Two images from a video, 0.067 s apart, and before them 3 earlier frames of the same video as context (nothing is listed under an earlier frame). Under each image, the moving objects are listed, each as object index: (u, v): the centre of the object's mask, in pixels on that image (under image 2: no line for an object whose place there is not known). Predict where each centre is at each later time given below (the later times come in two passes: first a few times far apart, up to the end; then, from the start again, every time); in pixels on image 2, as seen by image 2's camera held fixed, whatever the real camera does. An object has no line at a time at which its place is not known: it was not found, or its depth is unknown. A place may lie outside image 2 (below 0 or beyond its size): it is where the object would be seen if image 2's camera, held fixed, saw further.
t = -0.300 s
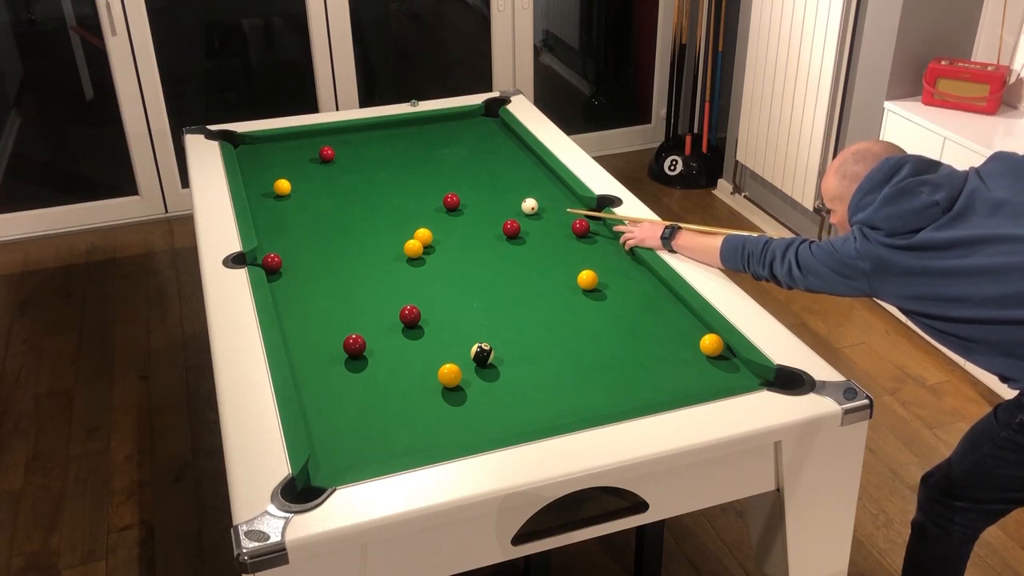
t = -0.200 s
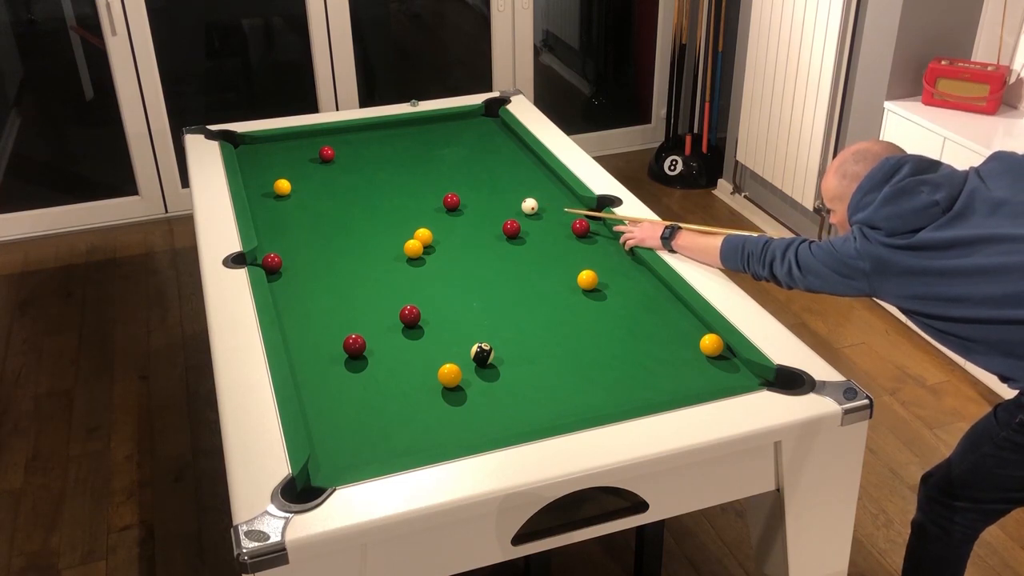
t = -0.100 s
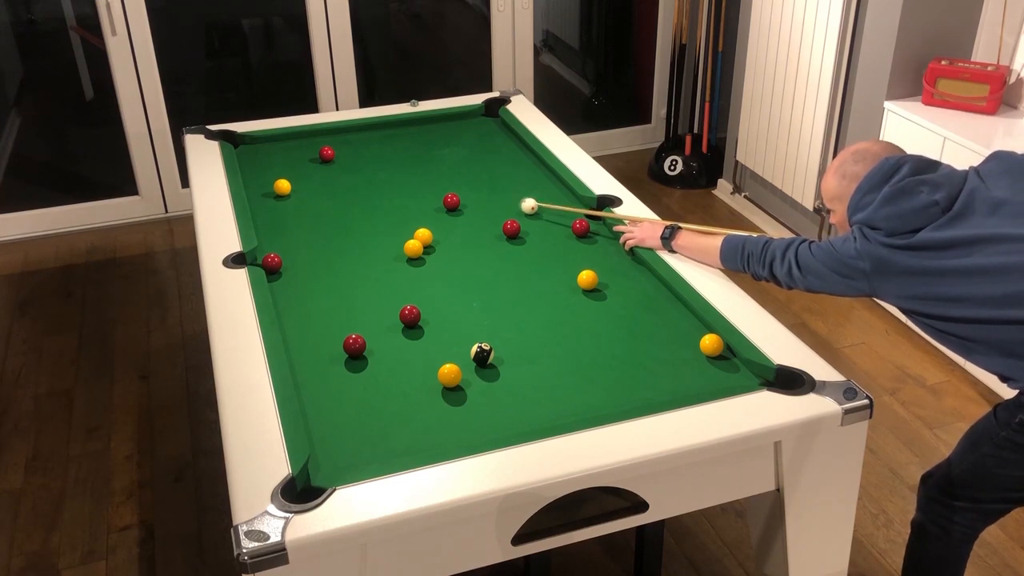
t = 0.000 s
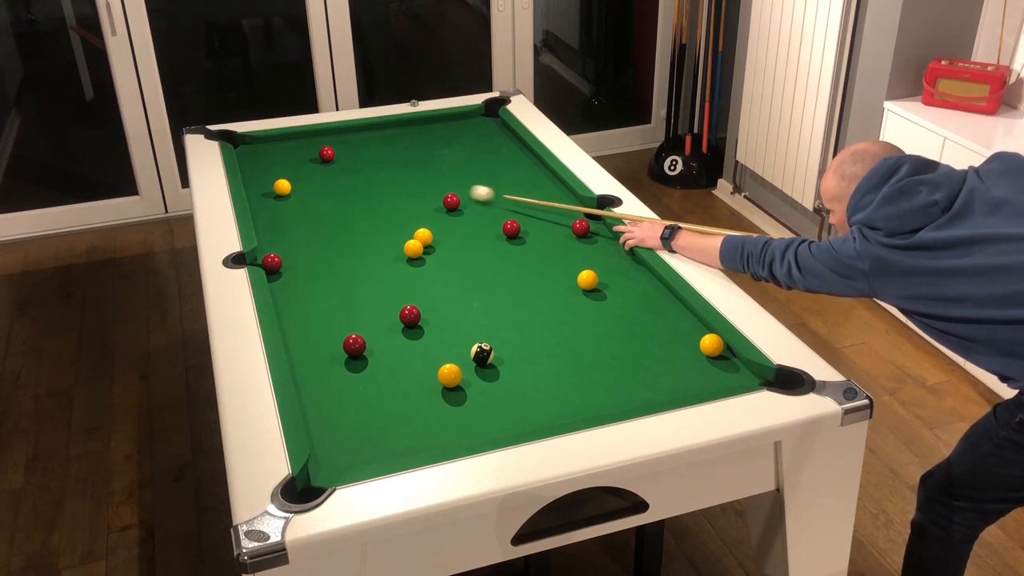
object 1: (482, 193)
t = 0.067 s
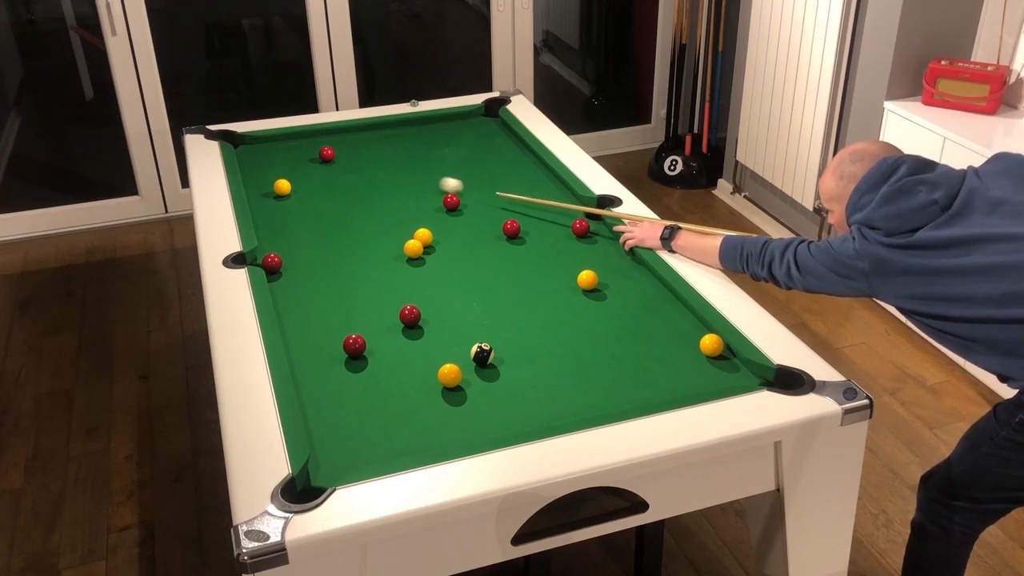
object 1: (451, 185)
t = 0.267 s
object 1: (367, 163)
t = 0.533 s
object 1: (346, 147)
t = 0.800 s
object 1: (341, 135)
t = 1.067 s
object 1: (343, 135)
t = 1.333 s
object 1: (349, 143)
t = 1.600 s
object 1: (355, 149)
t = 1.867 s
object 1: (361, 156)
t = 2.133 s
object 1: (366, 162)
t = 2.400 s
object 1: (371, 167)
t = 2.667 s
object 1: (376, 172)
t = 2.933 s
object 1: (380, 176)
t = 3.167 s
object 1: (384, 180)
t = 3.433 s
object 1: (388, 183)
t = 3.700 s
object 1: (392, 186)
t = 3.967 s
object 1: (396, 187)
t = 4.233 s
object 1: (399, 189)
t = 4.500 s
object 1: (401, 190)
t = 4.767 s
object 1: (401, 190)
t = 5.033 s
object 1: (401, 190)
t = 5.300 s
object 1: (401, 190)
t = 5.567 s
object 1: (401, 190)
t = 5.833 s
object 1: (401, 190)
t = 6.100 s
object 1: (401, 190)
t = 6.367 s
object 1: (401, 190)
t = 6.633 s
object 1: (401, 190)
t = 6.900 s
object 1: (401, 190)
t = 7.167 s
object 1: (401, 190)
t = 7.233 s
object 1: (401, 190)
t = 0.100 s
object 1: (436, 181)
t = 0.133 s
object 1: (422, 177)
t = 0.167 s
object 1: (408, 174)
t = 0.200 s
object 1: (394, 170)
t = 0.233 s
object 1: (380, 166)
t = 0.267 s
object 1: (367, 163)
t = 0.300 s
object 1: (353, 159)
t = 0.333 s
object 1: (342, 156)
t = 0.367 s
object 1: (343, 155)
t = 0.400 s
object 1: (345, 153)
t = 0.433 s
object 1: (346, 152)
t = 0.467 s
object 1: (347, 150)
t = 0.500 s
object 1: (347, 149)
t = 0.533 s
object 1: (346, 147)
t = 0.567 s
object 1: (346, 145)
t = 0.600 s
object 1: (345, 144)
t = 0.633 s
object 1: (344, 142)
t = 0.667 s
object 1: (344, 141)
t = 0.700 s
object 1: (343, 139)
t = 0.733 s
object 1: (342, 138)
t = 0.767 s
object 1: (342, 136)
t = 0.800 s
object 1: (341, 135)
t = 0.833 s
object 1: (340, 133)
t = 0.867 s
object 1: (340, 132)
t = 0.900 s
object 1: (339, 131)
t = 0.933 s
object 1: (340, 131)
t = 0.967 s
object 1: (341, 133)
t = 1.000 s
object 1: (342, 133)
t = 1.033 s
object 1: (342, 134)
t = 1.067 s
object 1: (343, 135)
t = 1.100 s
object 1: (344, 136)
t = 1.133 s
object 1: (345, 137)
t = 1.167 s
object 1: (345, 138)
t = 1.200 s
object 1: (346, 139)
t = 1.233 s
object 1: (347, 140)
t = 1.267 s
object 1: (348, 141)
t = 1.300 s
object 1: (348, 142)
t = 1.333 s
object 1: (349, 143)
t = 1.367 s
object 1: (350, 144)
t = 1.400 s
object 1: (350, 144)
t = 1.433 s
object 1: (351, 145)
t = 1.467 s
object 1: (352, 146)
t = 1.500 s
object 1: (353, 147)
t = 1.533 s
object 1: (353, 148)
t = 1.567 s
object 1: (354, 148)
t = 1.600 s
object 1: (355, 149)
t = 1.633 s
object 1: (356, 150)
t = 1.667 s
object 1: (356, 151)
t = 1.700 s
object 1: (357, 152)
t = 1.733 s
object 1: (358, 153)
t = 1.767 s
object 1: (358, 153)
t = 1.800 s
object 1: (359, 154)
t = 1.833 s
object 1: (360, 155)
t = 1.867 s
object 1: (361, 156)
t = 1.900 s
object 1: (361, 157)
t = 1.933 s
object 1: (362, 157)
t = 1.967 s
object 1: (363, 158)
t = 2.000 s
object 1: (364, 159)
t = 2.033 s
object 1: (364, 160)
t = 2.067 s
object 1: (365, 160)
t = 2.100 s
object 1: (365, 161)
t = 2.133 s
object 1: (366, 162)
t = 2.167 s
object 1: (367, 162)
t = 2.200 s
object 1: (367, 163)
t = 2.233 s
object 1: (368, 164)
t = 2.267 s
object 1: (369, 164)
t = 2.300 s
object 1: (369, 165)
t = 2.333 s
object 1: (370, 166)
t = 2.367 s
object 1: (371, 167)
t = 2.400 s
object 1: (371, 167)
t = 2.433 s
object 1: (372, 168)
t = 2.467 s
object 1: (373, 168)
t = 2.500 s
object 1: (373, 169)
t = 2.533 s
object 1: (374, 170)
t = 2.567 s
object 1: (374, 170)
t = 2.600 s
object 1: (375, 171)
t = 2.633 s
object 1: (375, 172)
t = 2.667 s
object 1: (376, 172)
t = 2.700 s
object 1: (376, 173)
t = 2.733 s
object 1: (377, 173)
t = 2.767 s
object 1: (378, 174)
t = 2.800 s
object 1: (378, 175)
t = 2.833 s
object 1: (379, 175)
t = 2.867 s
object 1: (379, 175)
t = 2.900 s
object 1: (380, 176)
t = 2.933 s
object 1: (380, 176)
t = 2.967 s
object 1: (381, 177)
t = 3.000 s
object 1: (381, 178)
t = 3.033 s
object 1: (382, 178)
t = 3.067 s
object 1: (382, 179)
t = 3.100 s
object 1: (383, 179)
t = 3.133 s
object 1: (383, 179)
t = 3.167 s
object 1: (384, 180)
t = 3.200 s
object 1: (384, 180)
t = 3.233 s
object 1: (385, 181)
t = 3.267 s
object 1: (385, 181)
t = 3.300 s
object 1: (386, 182)
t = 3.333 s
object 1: (386, 182)
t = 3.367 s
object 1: (387, 182)
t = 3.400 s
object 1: (387, 183)
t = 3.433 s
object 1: (388, 183)
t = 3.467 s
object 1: (388, 184)
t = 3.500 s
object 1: (389, 184)
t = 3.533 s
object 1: (389, 184)
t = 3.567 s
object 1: (390, 185)
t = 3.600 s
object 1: (390, 185)
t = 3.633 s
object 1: (391, 185)
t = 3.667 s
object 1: (392, 185)
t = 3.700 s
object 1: (392, 186)
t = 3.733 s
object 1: (392, 186)
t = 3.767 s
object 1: (393, 186)
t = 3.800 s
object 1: (393, 187)
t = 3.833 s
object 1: (394, 187)
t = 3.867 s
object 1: (394, 187)
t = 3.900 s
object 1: (395, 187)
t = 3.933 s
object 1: (395, 187)
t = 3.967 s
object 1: (396, 187)
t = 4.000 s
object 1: (396, 188)
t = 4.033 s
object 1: (396, 188)
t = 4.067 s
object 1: (397, 188)
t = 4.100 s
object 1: (397, 188)
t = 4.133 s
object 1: (398, 188)
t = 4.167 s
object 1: (398, 189)
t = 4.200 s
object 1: (399, 189)
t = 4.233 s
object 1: (399, 189)
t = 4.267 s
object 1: (399, 189)
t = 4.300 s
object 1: (399, 189)
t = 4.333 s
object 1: (400, 189)
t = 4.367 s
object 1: (400, 189)
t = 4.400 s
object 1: (400, 189)
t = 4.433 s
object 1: (400, 189)
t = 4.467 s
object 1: (400, 190)
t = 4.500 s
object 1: (401, 190)
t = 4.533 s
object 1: (401, 190)
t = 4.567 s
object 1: (401, 190)
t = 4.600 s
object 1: (401, 190)
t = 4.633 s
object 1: (401, 190)
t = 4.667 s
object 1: (401, 190)
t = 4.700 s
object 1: (401, 190)
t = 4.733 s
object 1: (401, 190)
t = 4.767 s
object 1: (401, 190)
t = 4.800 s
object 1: (401, 190)
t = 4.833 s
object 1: (401, 190)
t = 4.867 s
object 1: (401, 190)
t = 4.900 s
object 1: (401, 190)
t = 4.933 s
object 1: (401, 190)
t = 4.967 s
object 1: (401, 190)
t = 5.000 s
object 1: (401, 190)
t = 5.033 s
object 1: (401, 190)
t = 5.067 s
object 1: (401, 190)
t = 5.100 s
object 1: (401, 190)
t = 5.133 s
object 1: (401, 190)
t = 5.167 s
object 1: (401, 190)
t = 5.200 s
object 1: (401, 190)
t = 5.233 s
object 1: (401, 190)
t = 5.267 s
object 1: (401, 190)
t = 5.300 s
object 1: (401, 190)
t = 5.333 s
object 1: (401, 190)
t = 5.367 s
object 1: (401, 190)
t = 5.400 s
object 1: (401, 190)
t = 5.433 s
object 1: (401, 190)
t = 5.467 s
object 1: (401, 190)
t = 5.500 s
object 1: (401, 190)
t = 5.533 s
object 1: (401, 190)
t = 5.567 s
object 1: (401, 190)
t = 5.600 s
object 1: (401, 190)
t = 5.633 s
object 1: (401, 190)
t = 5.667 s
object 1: (401, 190)
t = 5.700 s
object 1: (401, 190)
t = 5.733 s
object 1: (401, 190)
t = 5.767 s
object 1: (401, 190)
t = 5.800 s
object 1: (401, 190)
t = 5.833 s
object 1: (401, 190)
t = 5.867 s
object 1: (401, 190)
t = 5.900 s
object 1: (401, 190)
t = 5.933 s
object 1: (401, 190)
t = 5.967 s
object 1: (401, 190)
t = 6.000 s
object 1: (401, 190)
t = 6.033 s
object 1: (401, 190)
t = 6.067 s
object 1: (401, 190)
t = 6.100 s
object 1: (401, 190)
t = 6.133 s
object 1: (401, 190)
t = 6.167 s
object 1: (401, 190)
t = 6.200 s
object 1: (401, 190)
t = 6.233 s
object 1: (401, 190)
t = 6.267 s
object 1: (401, 190)
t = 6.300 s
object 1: (401, 190)
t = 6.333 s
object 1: (401, 190)
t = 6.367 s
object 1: (401, 190)
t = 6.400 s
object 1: (401, 190)
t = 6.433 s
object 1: (401, 190)
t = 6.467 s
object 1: (401, 190)
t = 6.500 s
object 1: (401, 190)
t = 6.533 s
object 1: (401, 190)
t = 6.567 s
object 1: (401, 190)
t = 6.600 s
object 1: (401, 190)
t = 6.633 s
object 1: (401, 190)
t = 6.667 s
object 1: (401, 190)
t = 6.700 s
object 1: (401, 190)
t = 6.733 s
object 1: (401, 190)
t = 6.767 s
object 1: (401, 190)
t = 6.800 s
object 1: (401, 190)
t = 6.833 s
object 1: (401, 190)
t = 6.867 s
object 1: (401, 190)
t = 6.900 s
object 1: (401, 190)
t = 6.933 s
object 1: (401, 190)
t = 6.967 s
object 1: (401, 190)
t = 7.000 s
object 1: (401, 190)
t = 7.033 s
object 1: (401, 190)
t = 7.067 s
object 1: (401, 190)
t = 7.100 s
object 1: (401, 190)
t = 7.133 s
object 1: (401, 190)
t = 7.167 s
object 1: (401, 190)
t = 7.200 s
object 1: (401, 190)
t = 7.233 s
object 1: (401, 190)
